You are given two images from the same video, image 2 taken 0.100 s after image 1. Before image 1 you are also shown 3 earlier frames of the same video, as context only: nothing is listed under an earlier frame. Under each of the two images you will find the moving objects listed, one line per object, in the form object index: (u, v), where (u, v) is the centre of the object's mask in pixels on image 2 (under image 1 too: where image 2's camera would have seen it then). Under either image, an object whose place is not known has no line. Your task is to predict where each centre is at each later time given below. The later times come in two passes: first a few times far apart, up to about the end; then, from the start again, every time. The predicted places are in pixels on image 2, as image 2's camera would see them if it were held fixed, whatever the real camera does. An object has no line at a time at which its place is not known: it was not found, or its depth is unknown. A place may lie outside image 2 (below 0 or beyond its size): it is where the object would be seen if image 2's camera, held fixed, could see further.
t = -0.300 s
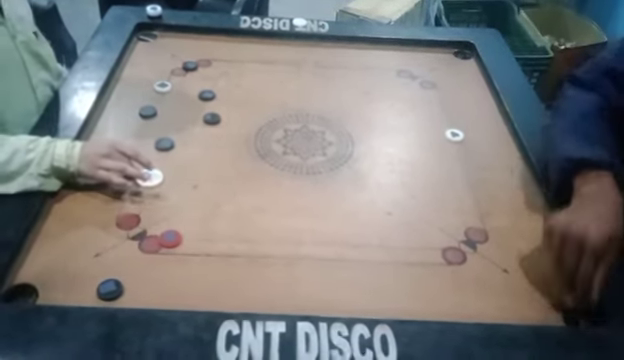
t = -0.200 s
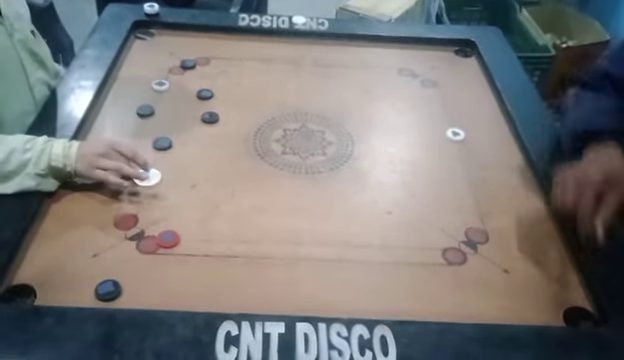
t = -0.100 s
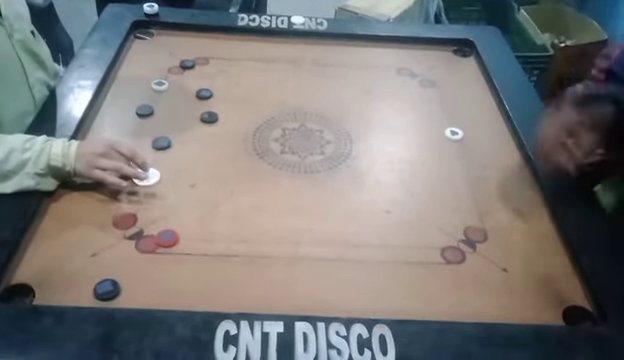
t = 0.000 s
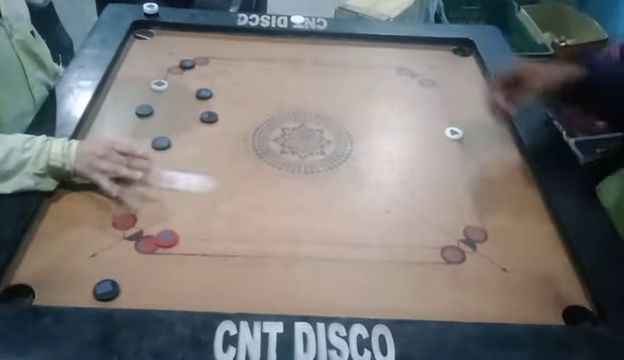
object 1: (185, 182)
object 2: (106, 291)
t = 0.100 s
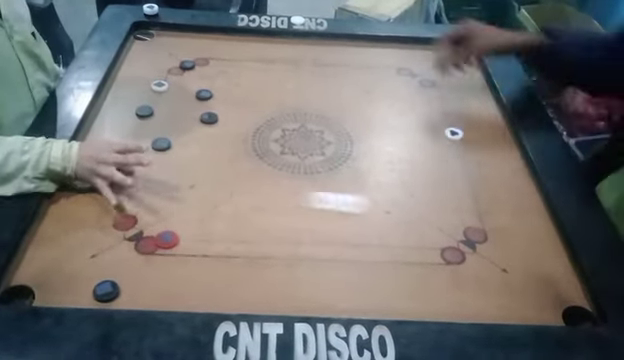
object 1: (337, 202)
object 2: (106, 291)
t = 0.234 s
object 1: (534, 227)
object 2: (106, 291)
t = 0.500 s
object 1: (258, 252)
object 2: (106, 291)
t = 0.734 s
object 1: (41, 274)
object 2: (106, 291)
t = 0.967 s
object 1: (124, 268)
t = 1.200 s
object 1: (170, 258)
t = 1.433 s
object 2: (521, 246)
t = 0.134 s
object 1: (386, 208)
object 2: (106, 291)
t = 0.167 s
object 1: (441, 214)
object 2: (106, 291)
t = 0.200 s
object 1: (496, 221)
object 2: (106, 291)
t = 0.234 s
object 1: (534, 227)
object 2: (106, 291)
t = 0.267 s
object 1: (505, 230)
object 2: (106, 291)
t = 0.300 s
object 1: (470, 234)
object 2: (106, 291)
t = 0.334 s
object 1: (436, 236)
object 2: (106, 291)
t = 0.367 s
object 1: (398, 240)
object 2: (106, 291)
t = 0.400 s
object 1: (363, 243)
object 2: (106, 291)
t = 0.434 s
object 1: (330, 246)
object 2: (106, 291)
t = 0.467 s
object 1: (293, 249)
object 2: (106, 291)
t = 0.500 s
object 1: (258, 252)
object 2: (106, 291)
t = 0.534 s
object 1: (223, 254)
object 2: (106, 291)
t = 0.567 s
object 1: (184, 258)
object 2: (106, 291)
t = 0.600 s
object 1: (149, 262)
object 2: (106, 291)
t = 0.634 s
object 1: (111, 265)
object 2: (106, 291)
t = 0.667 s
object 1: (72, 268)
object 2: (106, 291)
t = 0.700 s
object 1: (37, 271)
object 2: (106, 291)
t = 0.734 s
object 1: (41, 274)
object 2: (106, 291)
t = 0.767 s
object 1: (67, 278)
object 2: (106, 291)
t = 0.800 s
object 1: (85, 280)
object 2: (116, 294)
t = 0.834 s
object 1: (94, 277)
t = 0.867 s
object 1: (101, 274)
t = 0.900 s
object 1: (108, 272)
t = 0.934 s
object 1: (116, 270)
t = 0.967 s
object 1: (124, 268)
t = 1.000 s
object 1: (131, 266)
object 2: (265, 287)
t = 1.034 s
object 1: (137, 264)
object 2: (289, 282)
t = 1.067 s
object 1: (145, 262)
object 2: (312, 279)
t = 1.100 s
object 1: (152, 261)
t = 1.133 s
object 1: (159, 259)
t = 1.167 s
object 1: (165, 258)
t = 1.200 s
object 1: (170, 258)
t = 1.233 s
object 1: (176, 258)
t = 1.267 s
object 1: (182, 258)
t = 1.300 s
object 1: (188, 258)
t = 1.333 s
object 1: (194, 258)
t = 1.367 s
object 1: (199, 258)
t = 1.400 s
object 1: (204, 258)
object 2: (505, 248)
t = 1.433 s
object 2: (521, 246)
